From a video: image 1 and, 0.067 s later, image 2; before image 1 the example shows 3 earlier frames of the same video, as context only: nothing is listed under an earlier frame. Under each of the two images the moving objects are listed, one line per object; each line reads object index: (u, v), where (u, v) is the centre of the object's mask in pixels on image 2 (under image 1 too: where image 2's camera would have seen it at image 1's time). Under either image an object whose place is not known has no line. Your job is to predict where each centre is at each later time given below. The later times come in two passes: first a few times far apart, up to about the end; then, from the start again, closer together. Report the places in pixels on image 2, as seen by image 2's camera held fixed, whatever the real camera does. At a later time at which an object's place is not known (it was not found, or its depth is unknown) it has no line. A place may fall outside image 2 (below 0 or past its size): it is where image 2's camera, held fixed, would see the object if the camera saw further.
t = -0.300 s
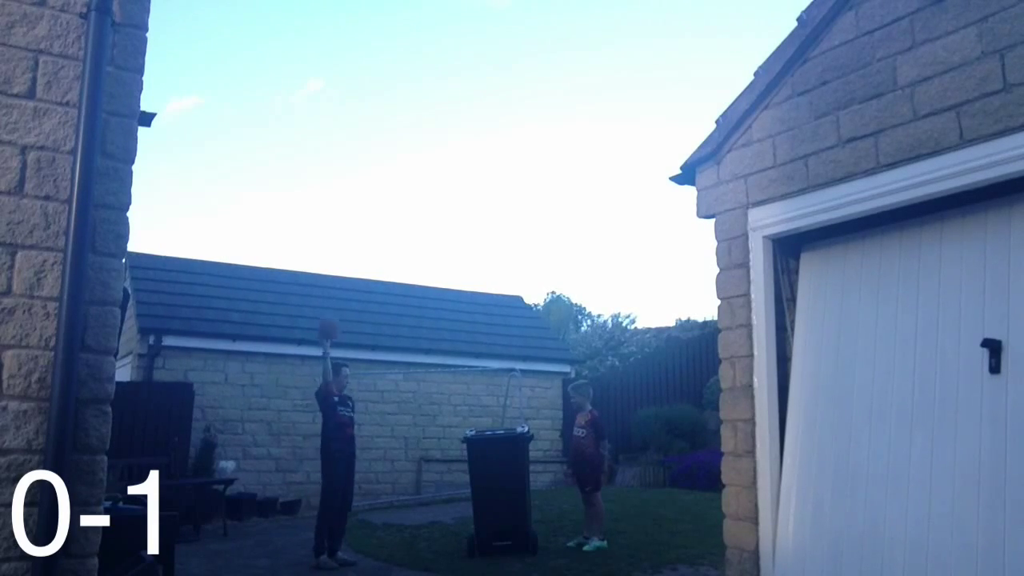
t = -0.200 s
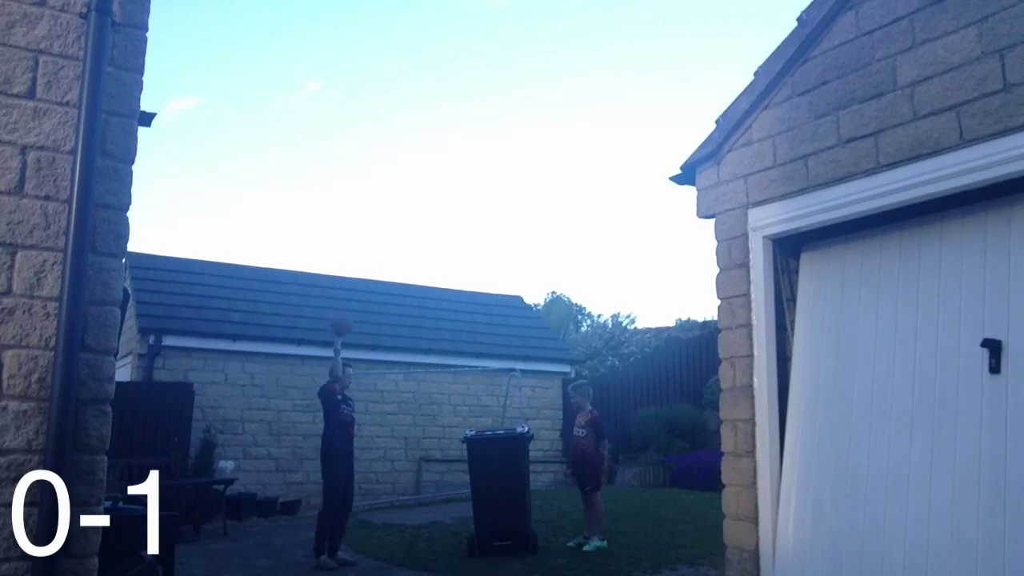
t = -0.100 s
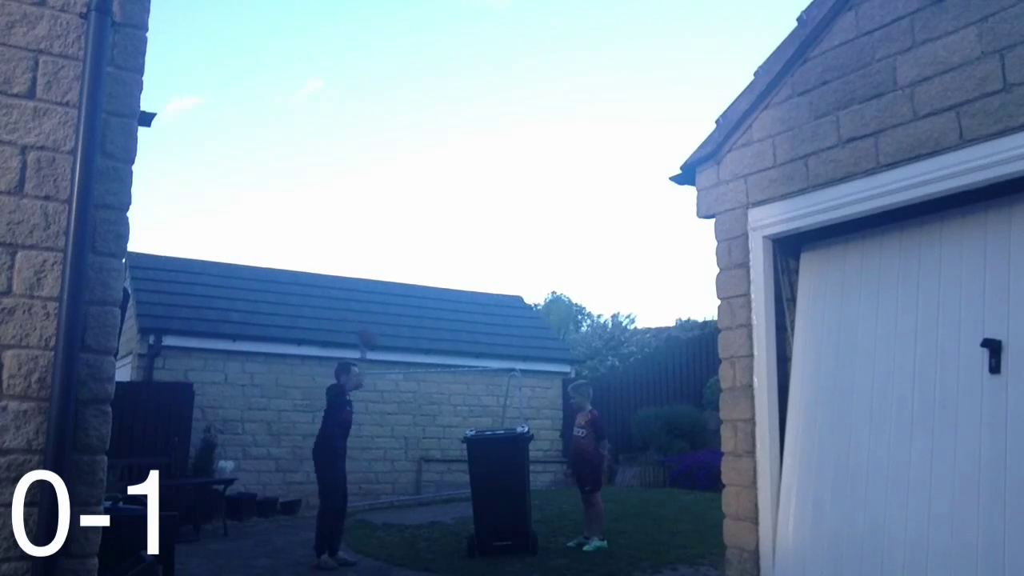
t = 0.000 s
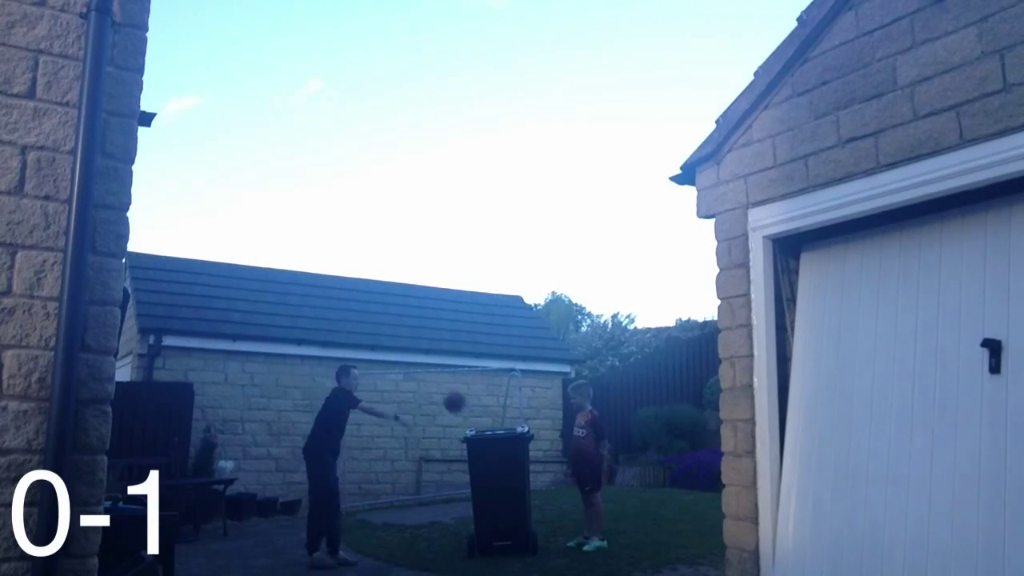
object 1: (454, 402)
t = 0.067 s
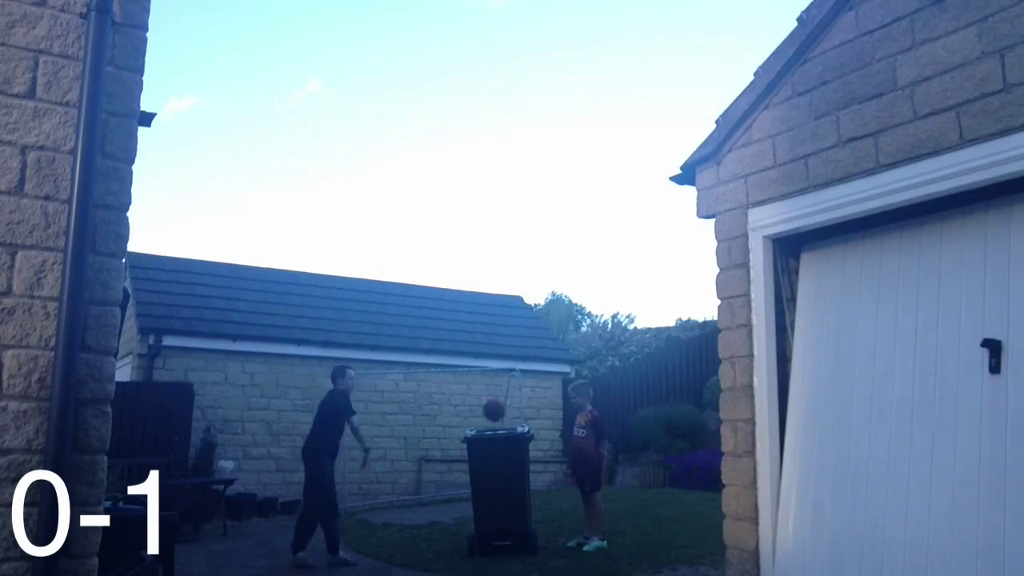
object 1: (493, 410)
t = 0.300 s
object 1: (544, 282)
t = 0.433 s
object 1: (570, 242)
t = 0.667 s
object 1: (615, 222)
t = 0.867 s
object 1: (653, 255)
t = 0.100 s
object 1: (501, 387)
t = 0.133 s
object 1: (508, 366)
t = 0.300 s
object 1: (544, 282)
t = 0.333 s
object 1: (551, 270)
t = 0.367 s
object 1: (557, 259)
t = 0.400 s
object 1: (564, 250)
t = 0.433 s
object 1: (570, 242)
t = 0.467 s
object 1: (577, 235)
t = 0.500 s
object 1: (584, 230)
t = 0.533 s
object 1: (590, 226)
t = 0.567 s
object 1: (597, 223)
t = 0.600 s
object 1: (603, 222)
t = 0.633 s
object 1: (609, 221)
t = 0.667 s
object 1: (615, 222)
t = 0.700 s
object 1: (622, 224)
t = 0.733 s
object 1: (628, 228)
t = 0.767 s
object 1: (635, 233)
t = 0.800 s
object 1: (641, 239)
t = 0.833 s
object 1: (647, 246)
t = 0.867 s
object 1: (653, 255)
